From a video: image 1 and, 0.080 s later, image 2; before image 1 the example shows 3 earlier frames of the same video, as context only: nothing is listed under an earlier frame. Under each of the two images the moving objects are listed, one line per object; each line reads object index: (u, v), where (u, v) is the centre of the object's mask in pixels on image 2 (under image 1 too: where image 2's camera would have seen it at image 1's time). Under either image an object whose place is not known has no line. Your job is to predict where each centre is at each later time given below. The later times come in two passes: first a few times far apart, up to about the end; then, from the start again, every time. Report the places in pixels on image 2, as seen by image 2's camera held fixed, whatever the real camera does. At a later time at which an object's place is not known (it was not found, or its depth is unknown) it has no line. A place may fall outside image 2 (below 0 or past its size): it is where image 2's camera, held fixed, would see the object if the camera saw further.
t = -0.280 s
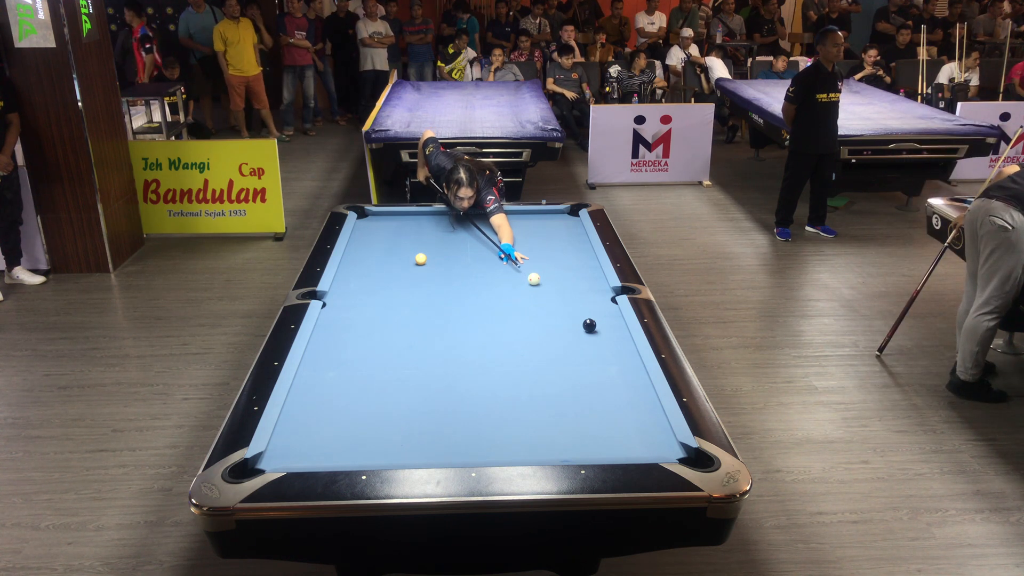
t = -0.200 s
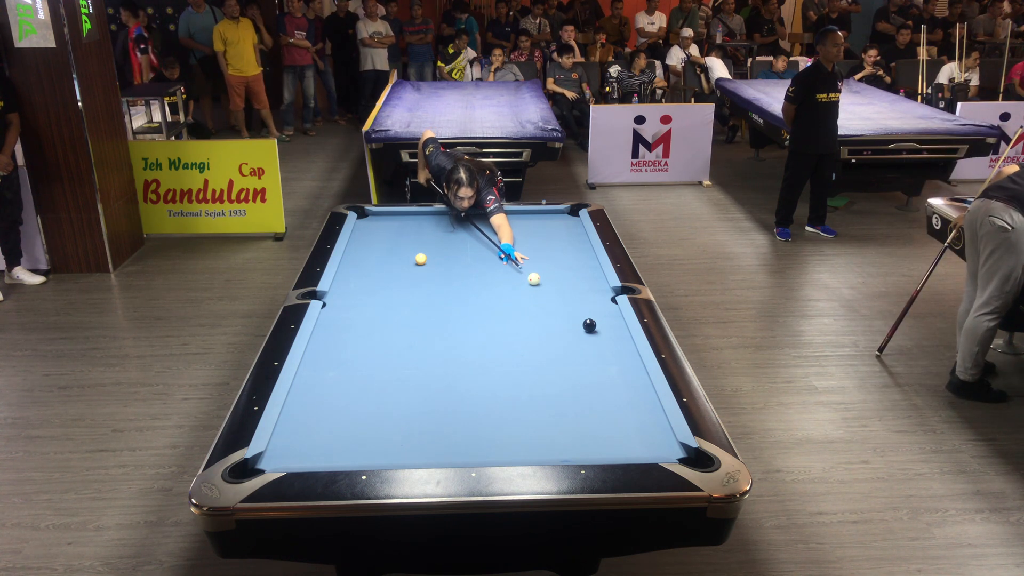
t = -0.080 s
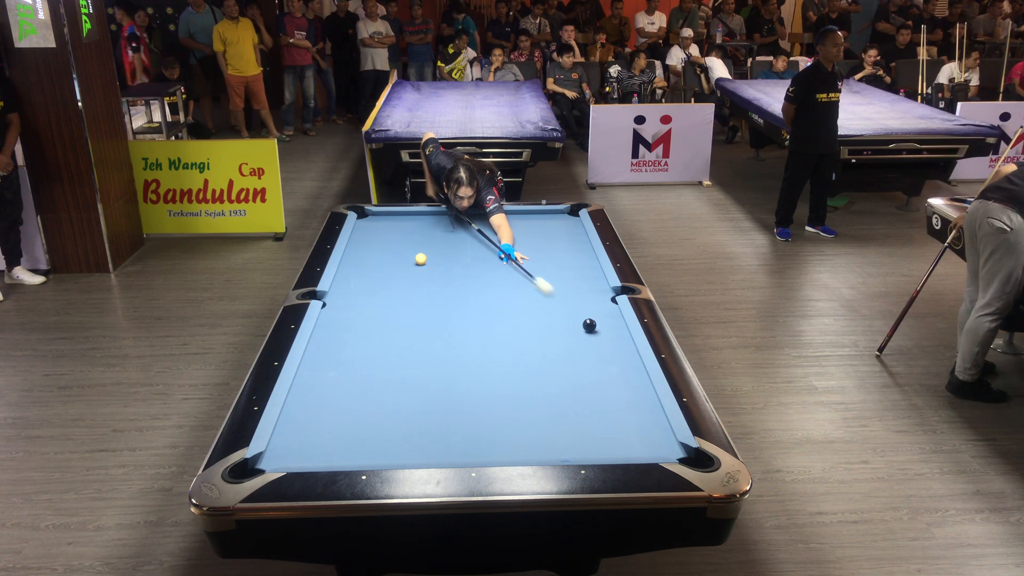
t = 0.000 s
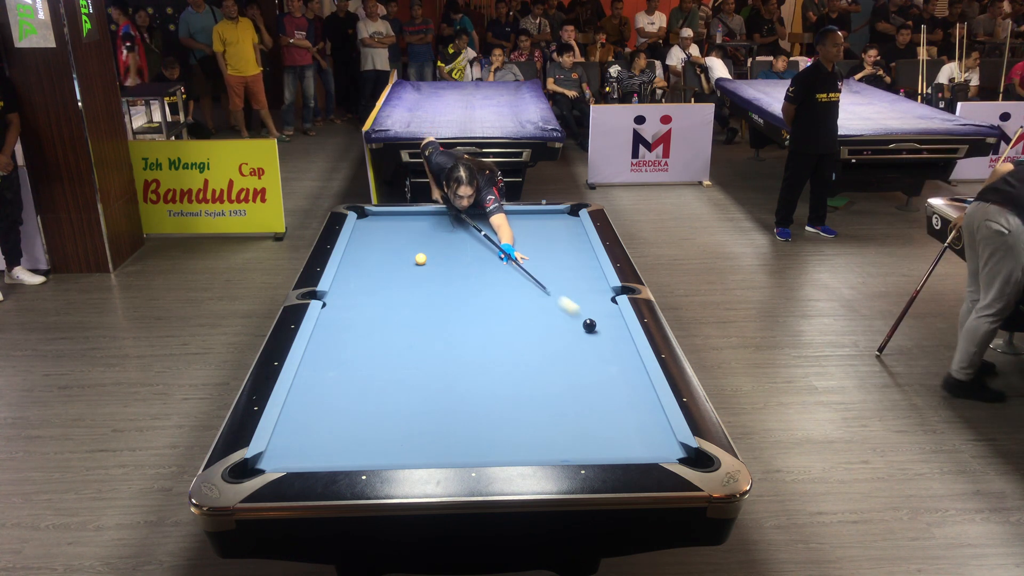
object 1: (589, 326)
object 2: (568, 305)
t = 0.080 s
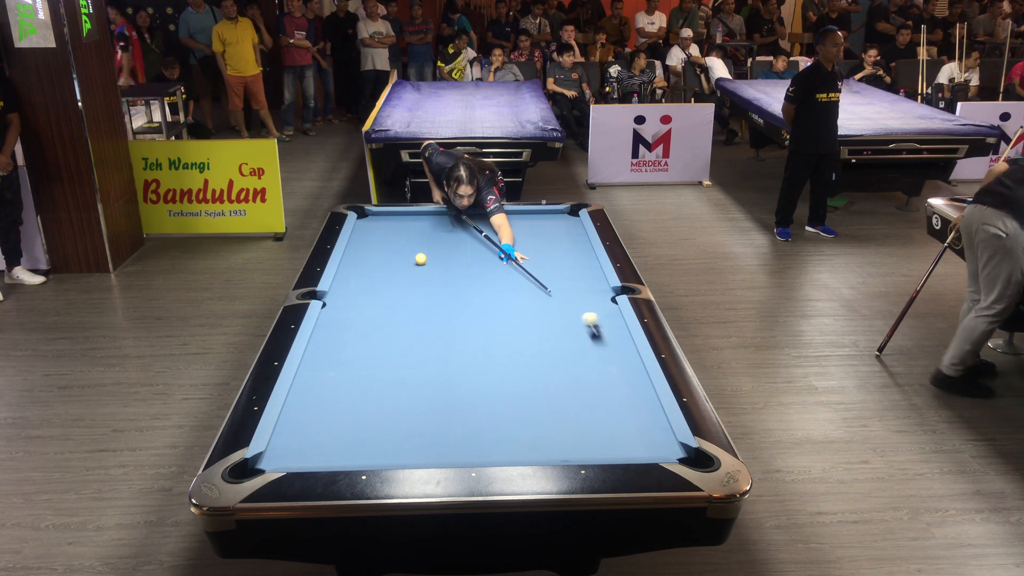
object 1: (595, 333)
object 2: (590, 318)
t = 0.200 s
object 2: (608, 320)
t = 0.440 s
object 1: (667, 443)
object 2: (608, 322)
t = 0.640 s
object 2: (597, 322)
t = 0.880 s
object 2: (584, 322)
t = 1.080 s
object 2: (575, 322)
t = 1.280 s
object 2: (566, 322)
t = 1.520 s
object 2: (556, 322)
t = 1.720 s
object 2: (549, 322)
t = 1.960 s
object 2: (542, 321)
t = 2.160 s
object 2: (537, 321)
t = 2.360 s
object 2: (532, 321)
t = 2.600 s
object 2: (528, 321)
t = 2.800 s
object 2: (525, 321)
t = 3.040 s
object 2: (523, 321)
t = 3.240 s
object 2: (522, 321)
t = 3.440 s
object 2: (522, 321)
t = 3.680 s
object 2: (522, 321)
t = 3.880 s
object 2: (522, 321)
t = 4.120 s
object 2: (522, 321)
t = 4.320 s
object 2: (522, 321)
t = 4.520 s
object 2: (522, 321)
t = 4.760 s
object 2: (522, 321)
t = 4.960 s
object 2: (522, 321)
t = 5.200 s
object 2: (522, 321)
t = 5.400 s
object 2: (522, 321)
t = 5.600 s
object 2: (522, 321)
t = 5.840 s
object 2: (522, 321)
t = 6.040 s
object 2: (522, 321)
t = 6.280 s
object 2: (522, 321)
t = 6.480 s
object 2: (522, 321)
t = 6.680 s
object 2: (522, 321)
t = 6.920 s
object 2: (522, 321)
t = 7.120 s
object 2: (522, 321)
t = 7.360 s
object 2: (522, 321)
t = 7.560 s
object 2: (522, 321)
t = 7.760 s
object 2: (522, 321)
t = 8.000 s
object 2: (522, 321)
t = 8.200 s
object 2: (522, 321)
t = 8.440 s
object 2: (522, 321)
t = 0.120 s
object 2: (596, 319)
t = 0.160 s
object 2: (602, 320)
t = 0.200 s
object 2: (608, 320)
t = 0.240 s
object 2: (614, 321)
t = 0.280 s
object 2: (618, 322)
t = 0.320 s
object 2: (615, 322)
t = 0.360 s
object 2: (613, 322)
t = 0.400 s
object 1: (659, 430)
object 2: (610, 322)
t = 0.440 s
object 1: (667, 443)
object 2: (608, 322)
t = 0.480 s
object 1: (677, 452)
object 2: (606, 322)
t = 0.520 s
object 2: (603, 322)
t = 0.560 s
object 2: (601, 322)
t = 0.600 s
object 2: (599, 322)
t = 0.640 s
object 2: (597, 322)
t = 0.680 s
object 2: (595, 322)
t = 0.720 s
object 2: (592, 322)
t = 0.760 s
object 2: (590, 322)
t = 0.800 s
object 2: (588, 322)
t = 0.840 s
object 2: (586, 322)
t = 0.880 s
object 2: (584, 322)
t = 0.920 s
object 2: (582, 322)
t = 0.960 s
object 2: (580, 322)
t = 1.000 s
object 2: (578, 322)
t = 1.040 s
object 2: (576, 322)
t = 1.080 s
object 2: (575, 322)
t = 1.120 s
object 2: (573, 322)
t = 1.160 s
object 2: (571, 322)
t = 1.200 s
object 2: (569, 322)
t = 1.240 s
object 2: (568, 322)
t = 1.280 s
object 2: (566, 322)
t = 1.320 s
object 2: (564, 322)
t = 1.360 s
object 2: (563, 322)
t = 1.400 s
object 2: (561, 322)
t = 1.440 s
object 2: (559, 322)
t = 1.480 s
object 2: (558, 322)
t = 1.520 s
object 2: (556, 322)
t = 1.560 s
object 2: (555, 322)
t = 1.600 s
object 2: (553, 322)
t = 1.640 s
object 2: (552, 322)
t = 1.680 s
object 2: (551, 322)
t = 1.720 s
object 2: (549, 322)
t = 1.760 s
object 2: (548, 322)
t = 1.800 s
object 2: (547, 322)
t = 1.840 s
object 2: (545, 322)
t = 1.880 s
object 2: (544, 321)
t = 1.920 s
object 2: (543, 321)
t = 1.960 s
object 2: (542, 321)
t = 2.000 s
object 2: (541, 321)
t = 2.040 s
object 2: (540, 321)
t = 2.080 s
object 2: (539, 321)
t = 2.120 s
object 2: (538, 321)
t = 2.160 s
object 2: (537, 321)
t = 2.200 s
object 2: (536, 321)
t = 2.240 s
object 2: (535, 321)
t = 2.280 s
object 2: (534, 321)
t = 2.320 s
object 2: (533, 321)
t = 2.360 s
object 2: (532, 321)
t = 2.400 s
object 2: (531, 321)
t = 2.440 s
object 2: (531, 321)
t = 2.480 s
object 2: (530, 321)
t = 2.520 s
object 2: (529, 321)
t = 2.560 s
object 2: (529, 321)
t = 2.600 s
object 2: (528, 321)
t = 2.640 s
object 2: (527, 321)
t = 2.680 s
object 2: (527, 321)
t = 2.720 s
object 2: (526, 321)
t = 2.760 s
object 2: (526, 321)
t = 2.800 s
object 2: (525, 321)
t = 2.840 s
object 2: (525, 321)
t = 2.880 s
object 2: (525, 321)
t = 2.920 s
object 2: (524, 321)
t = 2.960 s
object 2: (524, 321)
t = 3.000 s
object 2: (523, 321)
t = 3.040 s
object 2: (523, 321)
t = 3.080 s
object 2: (523, 321)
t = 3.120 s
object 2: (523, 321)
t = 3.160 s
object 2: (523, 321)
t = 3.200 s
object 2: (522, 321)
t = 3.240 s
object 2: (522, 321)
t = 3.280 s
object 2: (522, 321)
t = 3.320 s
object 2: (522, 321)
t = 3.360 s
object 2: (522, 321)
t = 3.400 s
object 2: (522, 321)
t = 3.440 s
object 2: (522, 321)
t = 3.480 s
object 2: (522, 321)
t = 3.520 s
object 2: (522, 321)
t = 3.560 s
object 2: (522, 321)
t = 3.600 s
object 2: (522, 321)
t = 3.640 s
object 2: (522, 321)
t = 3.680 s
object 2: (522, 321)
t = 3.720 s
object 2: (522, 321)
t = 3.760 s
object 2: (522, 321)
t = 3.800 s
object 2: (522, 321)
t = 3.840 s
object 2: (522, 321)
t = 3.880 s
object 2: (522, 321)
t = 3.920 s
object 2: (522, 321)
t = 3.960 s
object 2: (522, 321)
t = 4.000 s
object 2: (522, 321)
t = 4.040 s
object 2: (522, 321)
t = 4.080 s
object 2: (522, 321)
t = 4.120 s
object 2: (522, 321)
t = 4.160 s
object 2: (522, 321)
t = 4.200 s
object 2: (522, 321)
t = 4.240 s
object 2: (522, 321)
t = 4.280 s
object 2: (522, 321)
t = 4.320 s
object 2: (522, 321)
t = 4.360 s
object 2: (522, 321)
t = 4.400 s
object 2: (522, 321)
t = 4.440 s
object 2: (522, 321)
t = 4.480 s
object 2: (522, 321)
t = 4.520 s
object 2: (522, 321)
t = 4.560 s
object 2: (522, 321)
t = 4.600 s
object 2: (522, 321)
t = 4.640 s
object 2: (522, 321)
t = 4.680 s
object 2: (522, 321)
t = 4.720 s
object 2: (522, 321)
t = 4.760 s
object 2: (522, 321)
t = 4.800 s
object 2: (522, 321)
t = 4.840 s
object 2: (522, 321)
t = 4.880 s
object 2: (522, 321)
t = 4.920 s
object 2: (522, 321)
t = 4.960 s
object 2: (522, 321)
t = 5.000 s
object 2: (522, 321)
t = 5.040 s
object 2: (522, 321)
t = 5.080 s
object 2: (522, 321)
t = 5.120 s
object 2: (522, 321)
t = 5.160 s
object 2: (522, 321)
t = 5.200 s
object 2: (522, 321)
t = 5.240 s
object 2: (522, 321)
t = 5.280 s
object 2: (522, 321)
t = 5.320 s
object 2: (522, 321)
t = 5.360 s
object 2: (522, 321)
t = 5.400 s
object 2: (522, 321)
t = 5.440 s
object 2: (522, 321)
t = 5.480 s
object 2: (522, 321)
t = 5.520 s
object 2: (522, 321)
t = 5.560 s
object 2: (522, 321)
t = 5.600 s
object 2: (522, 321)
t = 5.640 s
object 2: (522, 321)
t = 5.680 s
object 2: (522, 321)
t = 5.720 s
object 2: (522, 321)
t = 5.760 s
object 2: (522, 321)
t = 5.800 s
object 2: (522, 321)
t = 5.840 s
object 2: (522, 321)
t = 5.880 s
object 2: (522, 321)
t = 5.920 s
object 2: (522, 321)
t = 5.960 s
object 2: (522, 321)
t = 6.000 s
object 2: (522, 321)
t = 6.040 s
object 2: (522, 321)
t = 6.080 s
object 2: (522, 321)
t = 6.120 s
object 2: (522, 321)
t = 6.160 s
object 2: (522, 321)
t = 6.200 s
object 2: (521, 321)
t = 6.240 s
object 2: (522, 321)
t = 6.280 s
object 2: (522, 321)
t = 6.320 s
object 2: (522, 321)
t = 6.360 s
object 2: (522, 321)
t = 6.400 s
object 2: (521, 321)
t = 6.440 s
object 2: (521, 321)
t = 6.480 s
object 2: (522, 321)
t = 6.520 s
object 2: (522, 321)
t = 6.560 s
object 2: (522, 321)
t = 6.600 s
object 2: (522, 321)
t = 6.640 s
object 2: (522, 321)
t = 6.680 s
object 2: (522, 321)
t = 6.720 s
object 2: (522, 321)
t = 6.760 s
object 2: (522, 321)
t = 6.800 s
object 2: (522, 321)
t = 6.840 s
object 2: (522, 321)
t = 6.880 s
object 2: (522, 321)
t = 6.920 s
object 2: (522, 321)
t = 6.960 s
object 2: (522, 321)
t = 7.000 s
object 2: (522, 321)
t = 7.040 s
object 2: (522, 321)
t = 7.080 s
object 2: (522, 321)
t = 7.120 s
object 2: (522, 321)
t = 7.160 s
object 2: (522, 321)
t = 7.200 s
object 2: (522, 321)
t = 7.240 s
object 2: (522, 321)
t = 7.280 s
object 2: (522, 321)
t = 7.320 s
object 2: (522, 321)
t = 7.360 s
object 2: (522, 321)
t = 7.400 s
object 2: (522, 321)
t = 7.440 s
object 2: (522, 321)
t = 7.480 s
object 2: (522, 321)
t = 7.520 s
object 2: (522, 321)
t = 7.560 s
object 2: (522, 321)
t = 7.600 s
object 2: (522, 321)
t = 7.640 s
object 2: (522, 321)
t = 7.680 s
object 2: (522, 321)
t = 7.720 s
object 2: (522, 321)
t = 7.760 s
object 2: (522, 321)
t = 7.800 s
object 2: (522, 321)
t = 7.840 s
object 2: (522, 321)
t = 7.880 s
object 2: (522, 321)
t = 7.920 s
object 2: (522, 321)
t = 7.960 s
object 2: (522, 321)
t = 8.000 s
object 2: (522, 321)
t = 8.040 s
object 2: (522, 321)
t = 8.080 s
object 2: (522, 321)
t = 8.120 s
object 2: (522, 321)
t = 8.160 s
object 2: (522, 321)
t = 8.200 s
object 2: (522, 321)
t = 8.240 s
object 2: (522, 321)
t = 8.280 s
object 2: (522, 321)
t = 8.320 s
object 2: (522, 321)
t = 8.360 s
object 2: (522, 321)
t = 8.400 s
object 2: (522, 321)
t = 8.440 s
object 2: (522, 321)
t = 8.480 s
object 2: (522, 321)
